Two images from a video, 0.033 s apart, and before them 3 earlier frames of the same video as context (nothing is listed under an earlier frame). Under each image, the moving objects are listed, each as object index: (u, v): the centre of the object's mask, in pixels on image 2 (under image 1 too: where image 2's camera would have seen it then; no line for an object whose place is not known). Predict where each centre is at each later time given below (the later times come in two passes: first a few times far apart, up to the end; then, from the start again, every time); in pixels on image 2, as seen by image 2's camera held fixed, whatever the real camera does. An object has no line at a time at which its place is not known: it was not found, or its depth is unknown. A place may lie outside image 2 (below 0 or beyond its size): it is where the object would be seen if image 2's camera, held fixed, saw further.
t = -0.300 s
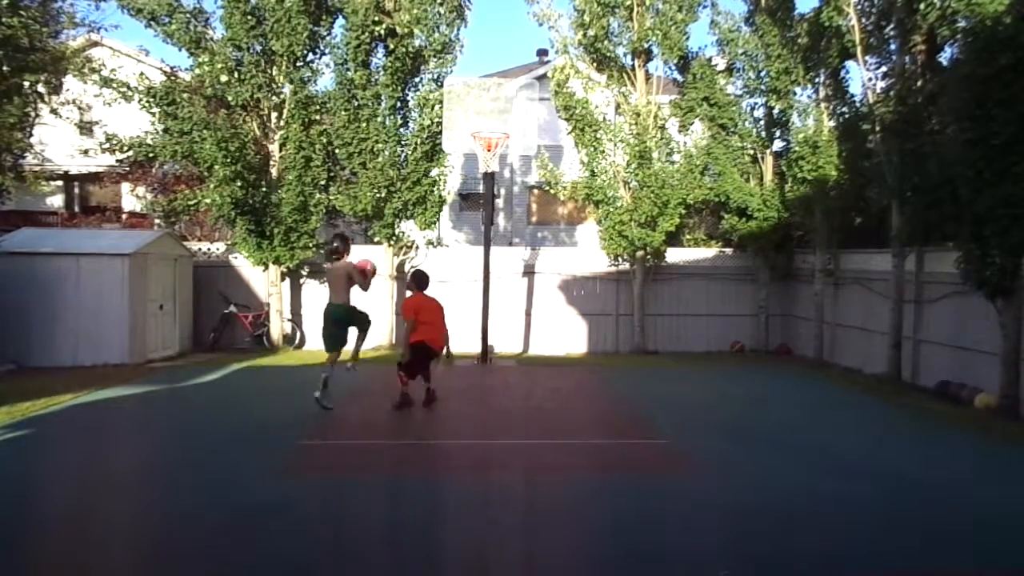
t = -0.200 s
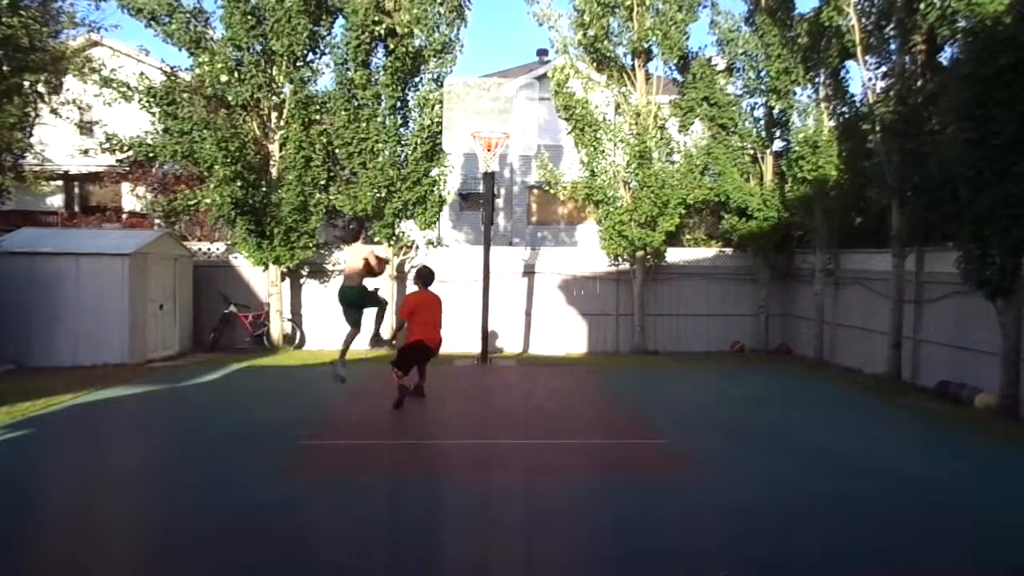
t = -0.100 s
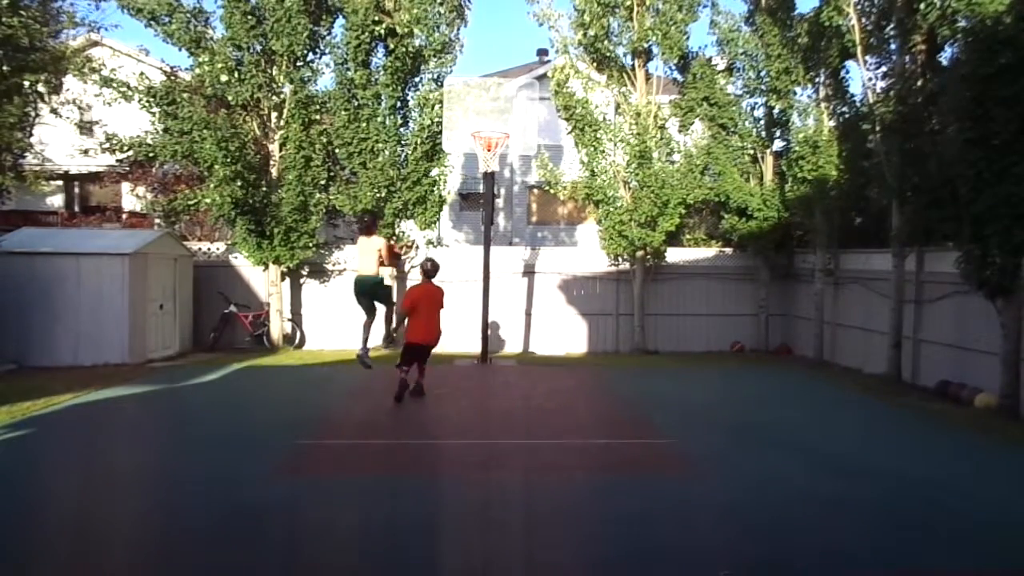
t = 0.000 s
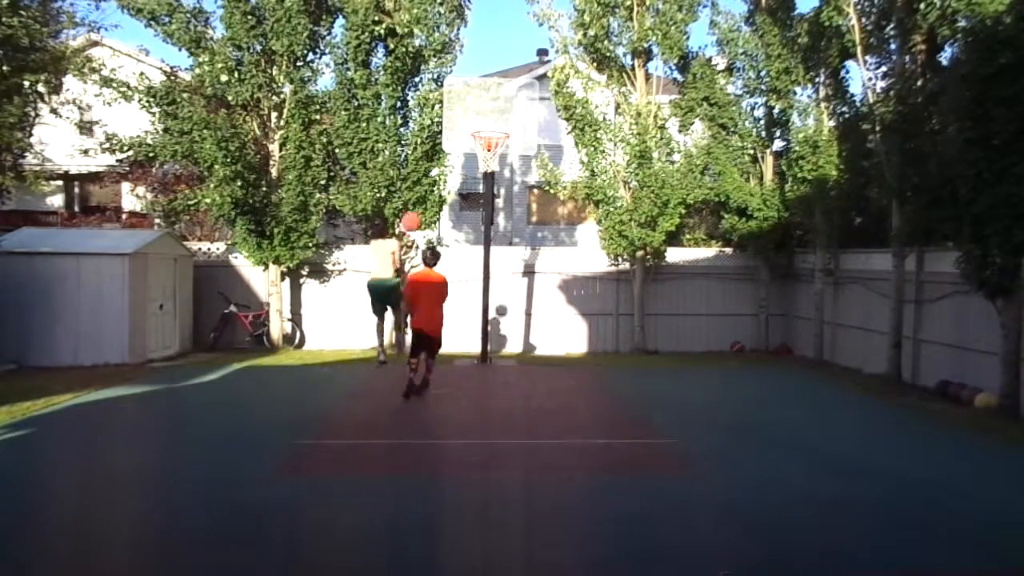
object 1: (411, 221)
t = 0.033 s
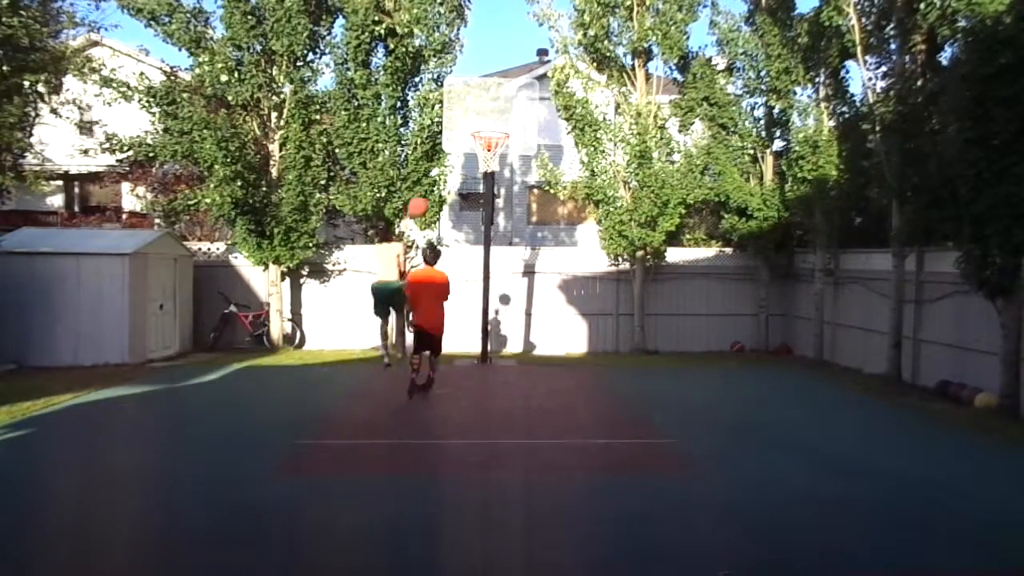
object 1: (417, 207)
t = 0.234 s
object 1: (455, 140)
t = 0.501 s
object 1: (463, 103)
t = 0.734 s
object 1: (463, 112)
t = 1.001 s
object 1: (460, 151)
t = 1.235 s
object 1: (451, 226)
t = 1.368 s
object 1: (445, 288)
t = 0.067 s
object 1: (424, 193)
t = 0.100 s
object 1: (429, 181)
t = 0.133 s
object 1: (436, 168)
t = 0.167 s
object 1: (442, 158)
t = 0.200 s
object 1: (448, 148)
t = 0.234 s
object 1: (455, 140)
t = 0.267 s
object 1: (460, 132)
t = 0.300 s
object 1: (463, 125)
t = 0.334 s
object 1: (463, 119)
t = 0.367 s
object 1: (463, 114)
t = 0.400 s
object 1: (463, 110)
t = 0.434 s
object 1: (463, 107)
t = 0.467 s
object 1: (463, 105)
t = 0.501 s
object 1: (463, 103)
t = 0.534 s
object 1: (463, 103)
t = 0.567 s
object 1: (463, 103)
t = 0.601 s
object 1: (463, 103)
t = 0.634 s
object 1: (463, 106)
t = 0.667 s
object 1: (463, 108)
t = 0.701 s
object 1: (463, 111)
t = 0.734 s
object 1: (463, 112)
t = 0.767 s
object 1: (463, 114)
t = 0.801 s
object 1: (463, 117)
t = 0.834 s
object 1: (464, 121)
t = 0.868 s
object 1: (464, 126)
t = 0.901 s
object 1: (463, 131)
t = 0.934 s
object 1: (462, 137)
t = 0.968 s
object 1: (461, 144)
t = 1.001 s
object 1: (460, 151)
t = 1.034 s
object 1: (459, 159)
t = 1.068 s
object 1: (458, 168)
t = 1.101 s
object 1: (456, 178)
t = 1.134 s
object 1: (454, 189)
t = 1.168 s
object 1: (453, 200)
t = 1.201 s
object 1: (452, 213)
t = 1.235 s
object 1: (451, 226)
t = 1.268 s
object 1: (449, 240)
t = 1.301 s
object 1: (447, 255)
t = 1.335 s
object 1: (447, 271)
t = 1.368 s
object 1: (445, 288)
